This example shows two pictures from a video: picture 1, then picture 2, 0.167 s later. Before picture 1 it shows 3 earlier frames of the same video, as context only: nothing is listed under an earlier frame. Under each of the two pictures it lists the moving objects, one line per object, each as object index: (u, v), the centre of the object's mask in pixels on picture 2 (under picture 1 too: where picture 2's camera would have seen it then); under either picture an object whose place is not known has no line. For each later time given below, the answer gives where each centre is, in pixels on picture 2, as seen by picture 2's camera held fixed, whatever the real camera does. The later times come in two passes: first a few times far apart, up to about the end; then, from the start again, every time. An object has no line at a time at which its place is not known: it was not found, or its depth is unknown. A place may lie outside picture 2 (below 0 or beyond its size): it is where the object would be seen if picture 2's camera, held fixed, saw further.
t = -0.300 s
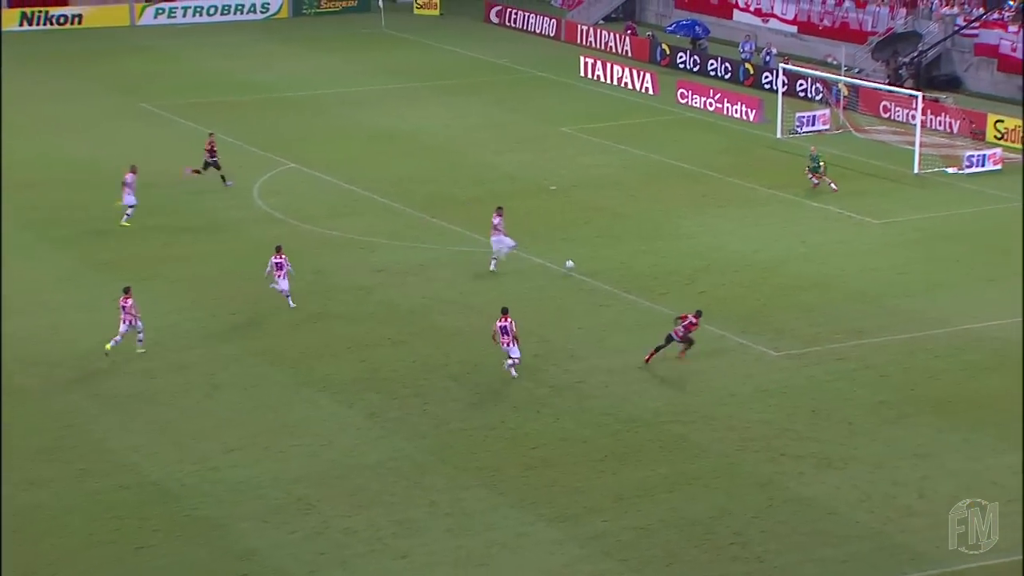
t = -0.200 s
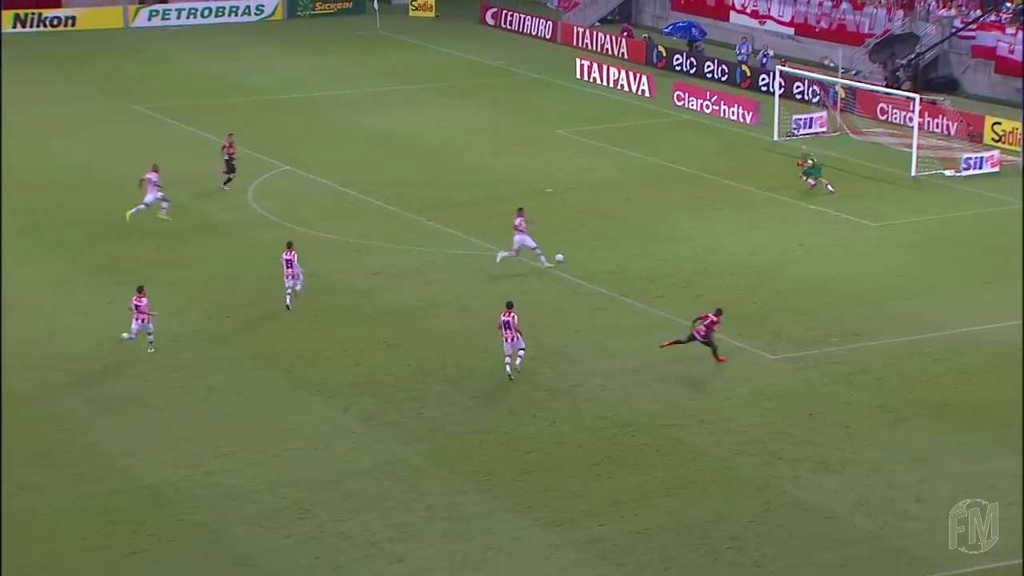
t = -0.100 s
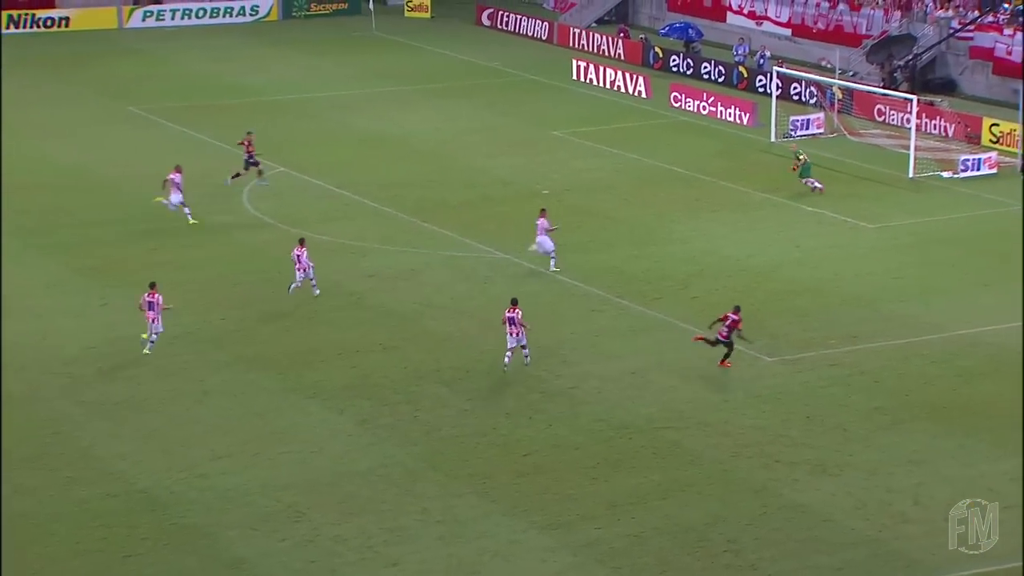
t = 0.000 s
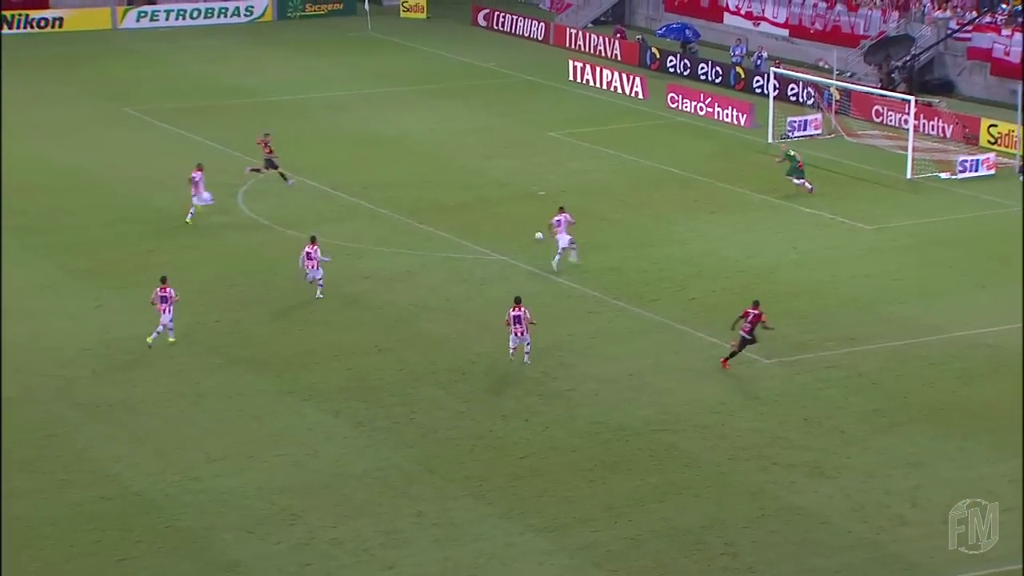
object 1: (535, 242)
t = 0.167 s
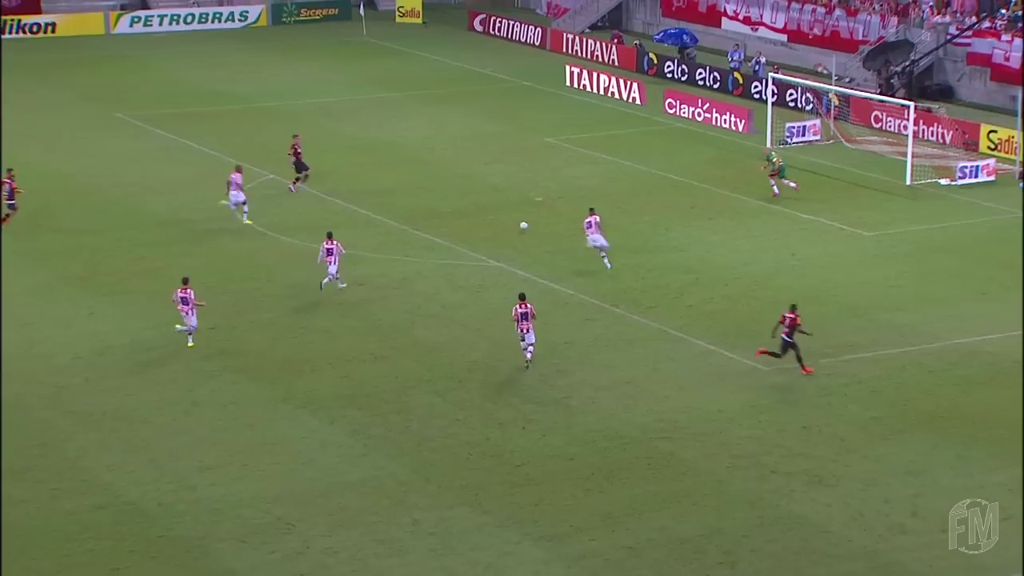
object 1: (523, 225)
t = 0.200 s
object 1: (521, 222)
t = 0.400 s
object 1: (508, 207)
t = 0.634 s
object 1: (494, 195)
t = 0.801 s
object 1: (486, 186)
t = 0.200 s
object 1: (521, 222)
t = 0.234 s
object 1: (519, 220)
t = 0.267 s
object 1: (517, 219)
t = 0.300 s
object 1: (515, 217)
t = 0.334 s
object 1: (512, 214)
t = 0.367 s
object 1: (510, 211)
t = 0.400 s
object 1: (508, 207)
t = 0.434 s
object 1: (506, 205)
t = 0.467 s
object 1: (503, 202)
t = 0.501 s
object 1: (501, 200)
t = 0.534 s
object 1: (499, 199)
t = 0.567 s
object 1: (497, 199)
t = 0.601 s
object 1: (496, 197)
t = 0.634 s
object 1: (494, 195)
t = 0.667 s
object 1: (492, 193)
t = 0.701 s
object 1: (490, 190)
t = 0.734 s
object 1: (489, 189)
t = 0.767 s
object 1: (488, 188)
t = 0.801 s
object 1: (486, 186)
